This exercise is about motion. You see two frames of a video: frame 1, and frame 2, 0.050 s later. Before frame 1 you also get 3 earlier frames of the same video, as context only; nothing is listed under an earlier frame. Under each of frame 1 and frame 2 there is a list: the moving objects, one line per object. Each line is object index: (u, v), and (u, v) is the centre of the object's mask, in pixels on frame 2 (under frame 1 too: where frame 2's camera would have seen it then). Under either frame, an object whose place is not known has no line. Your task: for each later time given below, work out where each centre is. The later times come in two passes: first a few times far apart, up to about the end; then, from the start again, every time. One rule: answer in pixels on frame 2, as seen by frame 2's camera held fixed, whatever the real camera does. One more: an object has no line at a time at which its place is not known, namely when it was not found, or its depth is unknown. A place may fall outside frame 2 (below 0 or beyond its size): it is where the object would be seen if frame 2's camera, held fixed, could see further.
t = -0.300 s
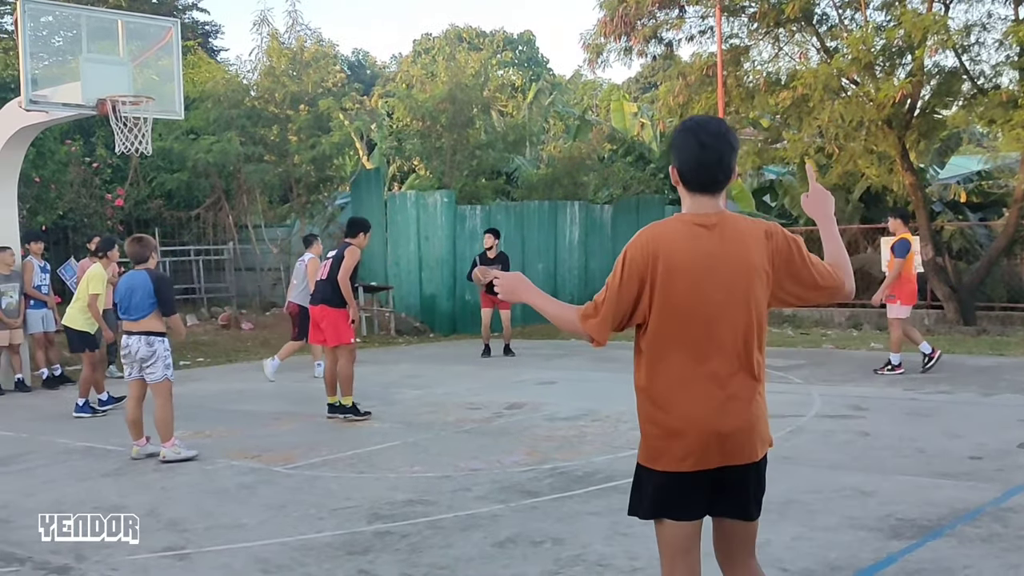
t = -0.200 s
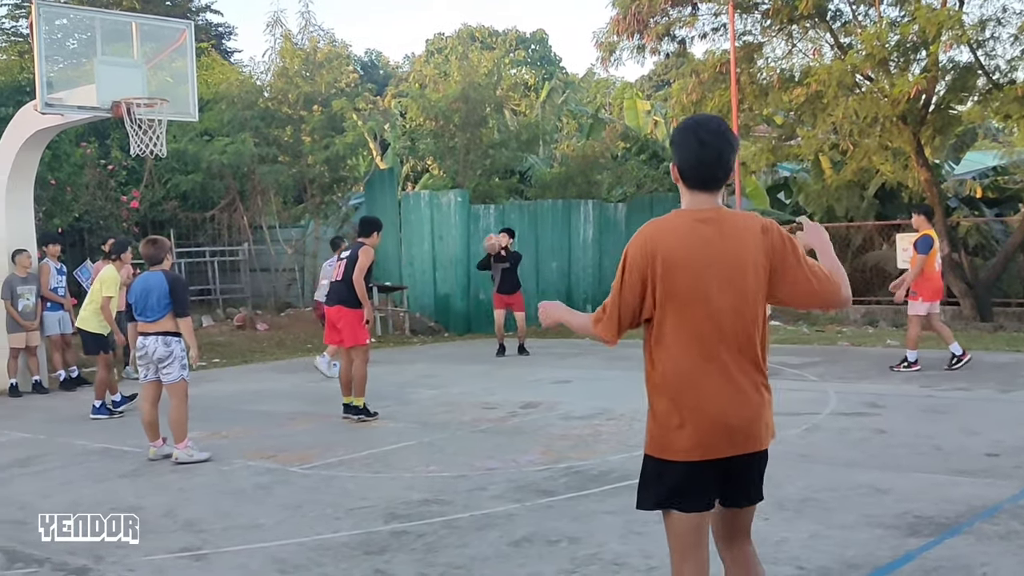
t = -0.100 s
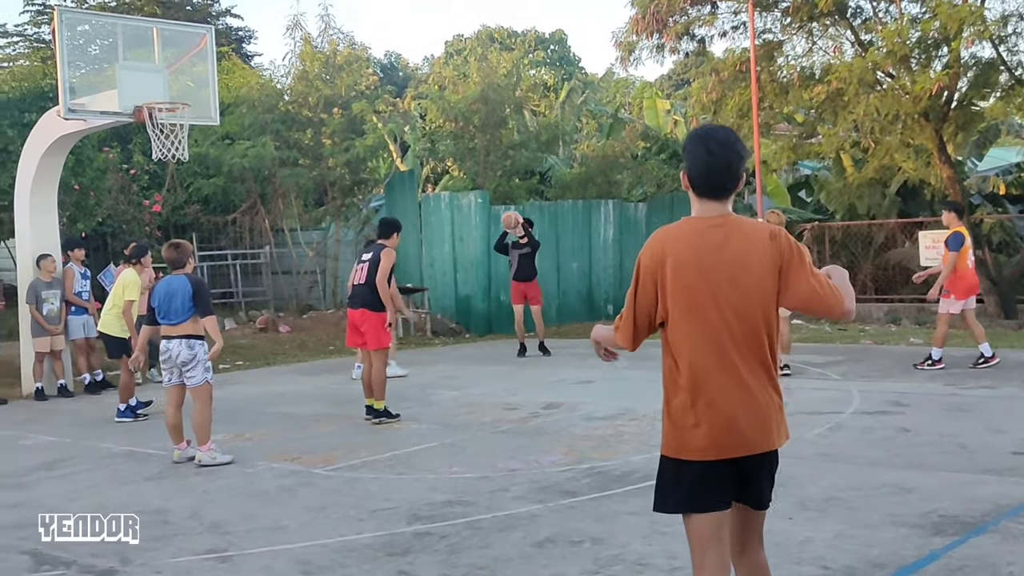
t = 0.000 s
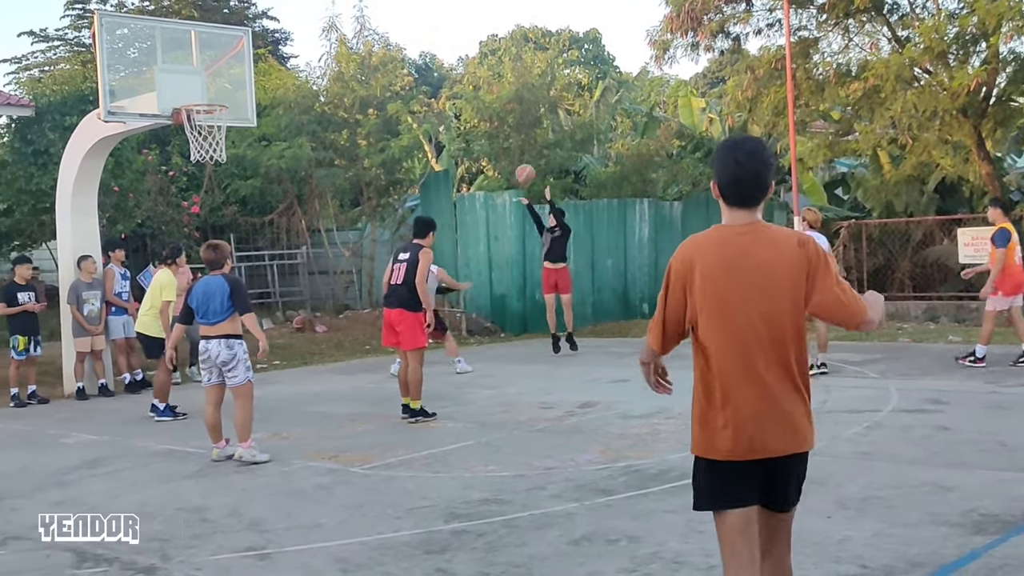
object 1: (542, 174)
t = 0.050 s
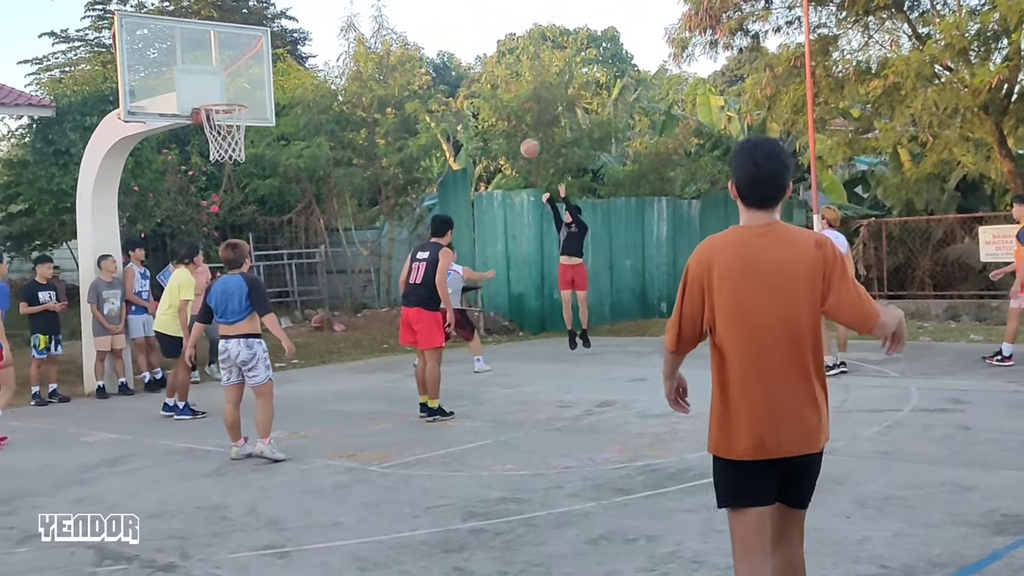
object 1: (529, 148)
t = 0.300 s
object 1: (465, 52)
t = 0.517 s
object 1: (406, 8)
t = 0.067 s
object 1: (525, 141)
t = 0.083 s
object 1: (521, 133)
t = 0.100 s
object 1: (516, 125)
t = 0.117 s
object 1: (513, 119)
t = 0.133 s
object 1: (508, 113)
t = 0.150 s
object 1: (503, 104)
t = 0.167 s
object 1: (500, 97)
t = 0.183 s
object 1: (493, 90)
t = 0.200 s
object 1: (490, 85)
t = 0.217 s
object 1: (488, 79)
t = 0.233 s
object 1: (482, 72)
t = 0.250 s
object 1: (478, 67)
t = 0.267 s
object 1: (474, 62)
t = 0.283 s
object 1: (470, 57)
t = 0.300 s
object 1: (465, 52)
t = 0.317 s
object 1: (461, 47)
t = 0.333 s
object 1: (456, 43)
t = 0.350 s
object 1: (452, 38)
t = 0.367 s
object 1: (447, 34)
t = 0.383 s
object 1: (443, 30)
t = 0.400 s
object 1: (439, 26)
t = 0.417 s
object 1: (434, 22)
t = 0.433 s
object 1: (429, 19)
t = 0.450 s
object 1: (425, 15)
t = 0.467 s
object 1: (420, 13)
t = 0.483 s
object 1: (415, 11)
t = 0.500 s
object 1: (410, 9)
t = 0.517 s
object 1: (406, 8)
